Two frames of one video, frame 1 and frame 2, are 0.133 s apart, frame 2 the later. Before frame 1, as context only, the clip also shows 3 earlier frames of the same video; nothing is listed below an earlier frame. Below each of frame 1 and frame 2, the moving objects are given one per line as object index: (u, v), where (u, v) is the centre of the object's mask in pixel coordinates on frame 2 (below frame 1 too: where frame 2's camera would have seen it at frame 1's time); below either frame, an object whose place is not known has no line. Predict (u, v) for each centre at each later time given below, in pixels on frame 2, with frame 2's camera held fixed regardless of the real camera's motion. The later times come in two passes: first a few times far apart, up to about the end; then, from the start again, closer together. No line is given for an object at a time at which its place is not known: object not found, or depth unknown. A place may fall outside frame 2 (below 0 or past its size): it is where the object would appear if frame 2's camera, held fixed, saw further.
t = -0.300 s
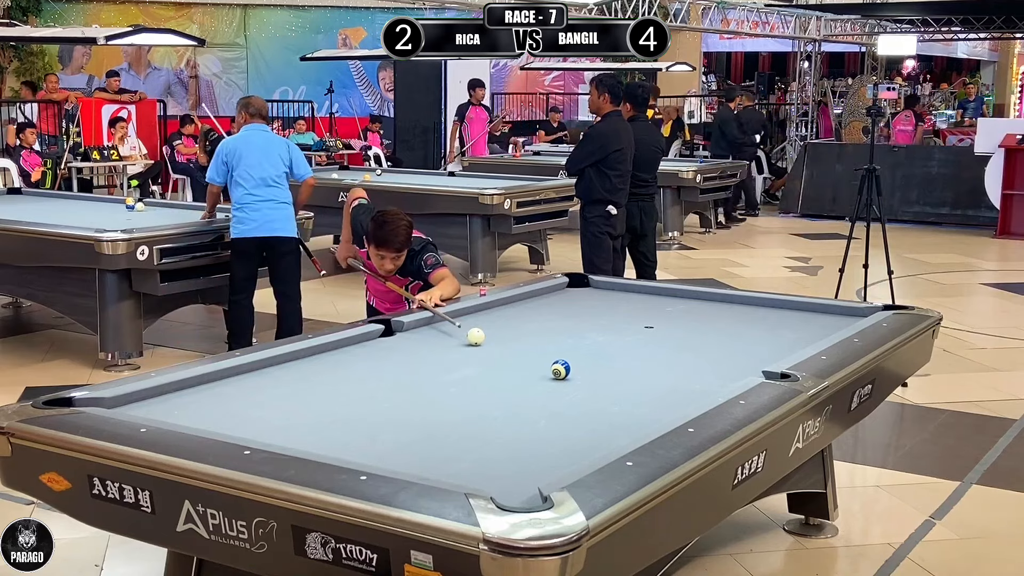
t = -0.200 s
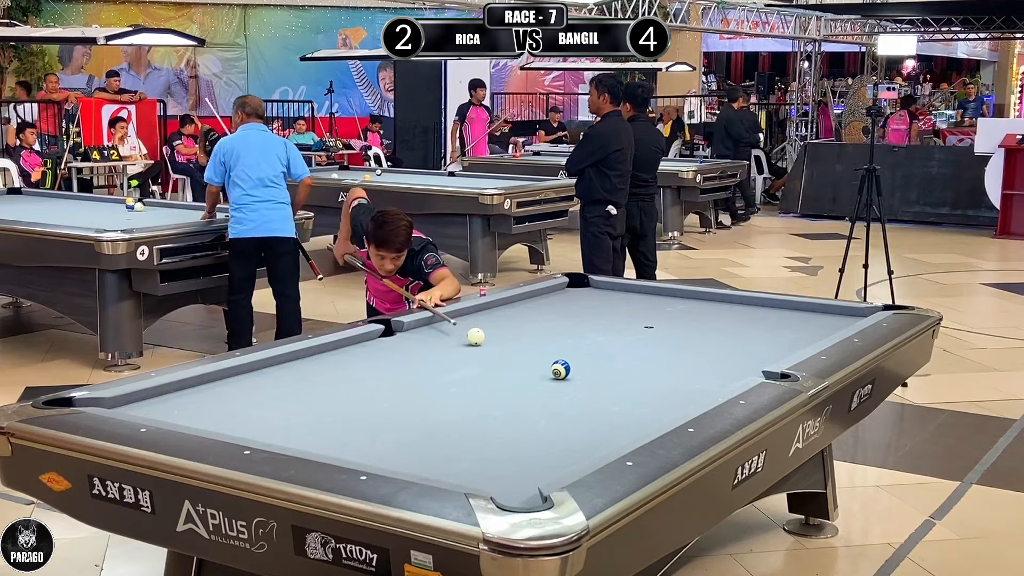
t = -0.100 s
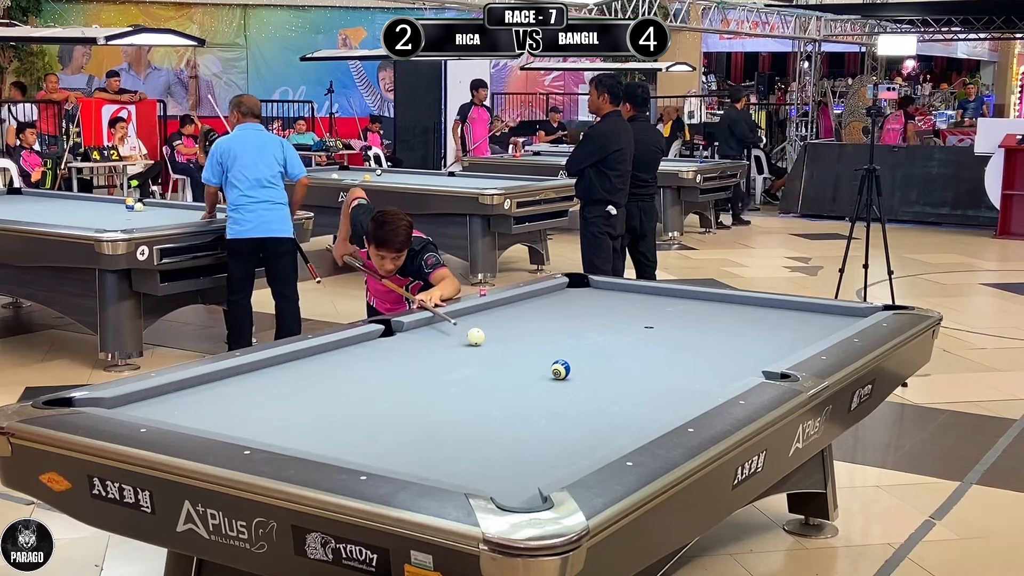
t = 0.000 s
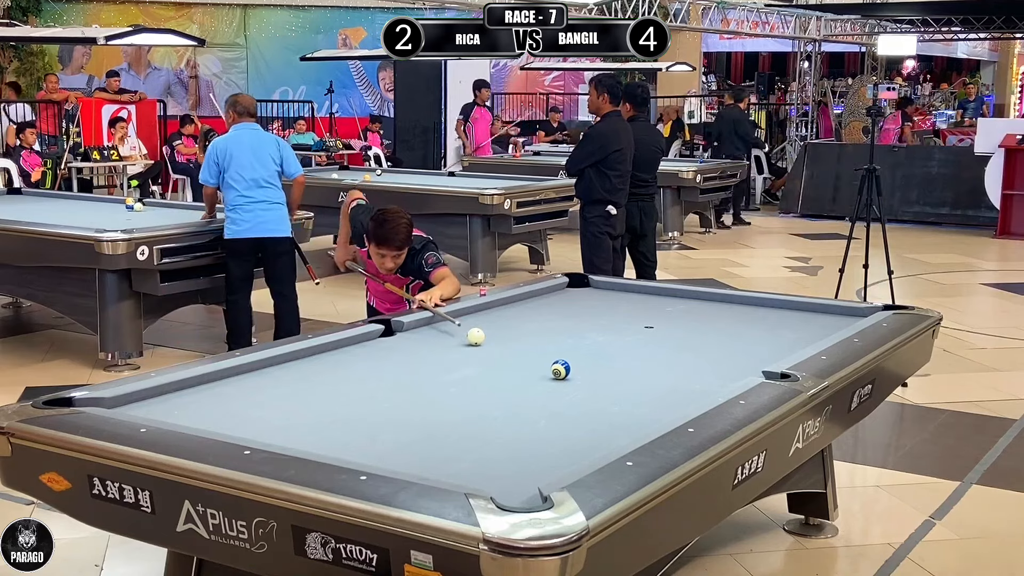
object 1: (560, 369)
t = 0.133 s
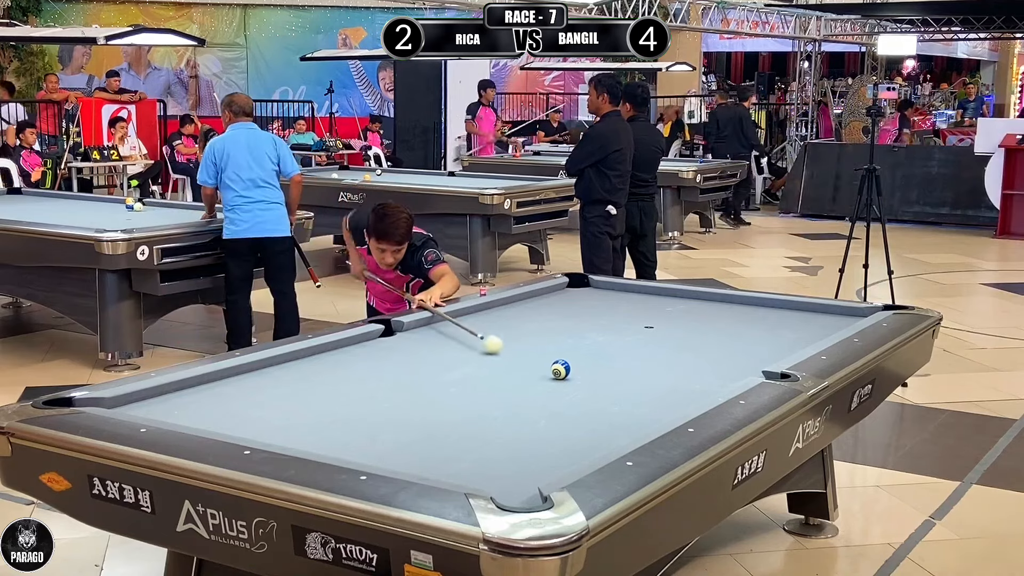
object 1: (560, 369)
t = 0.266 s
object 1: (560, 369)
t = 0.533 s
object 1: (649, 375)
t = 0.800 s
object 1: (729, 379)
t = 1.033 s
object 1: (752, 373)
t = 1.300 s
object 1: (732, 377)
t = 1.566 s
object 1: (716, 379)
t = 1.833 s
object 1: (701, 380)
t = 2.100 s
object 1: (687, 381)
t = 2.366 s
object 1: (675, 382)
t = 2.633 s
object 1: (665, 383)
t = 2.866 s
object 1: (658, 383)
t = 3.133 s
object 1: (651, 384)
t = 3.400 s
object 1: (646, 384)
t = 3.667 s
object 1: (643, 384)
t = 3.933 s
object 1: (642, 384)
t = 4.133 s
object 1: (644, 386)
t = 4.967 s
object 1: (641, 385)
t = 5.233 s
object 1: (642, 385)
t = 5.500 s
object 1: (642, 385)
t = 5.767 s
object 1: (642, 384)
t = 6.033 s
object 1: (642, 385)
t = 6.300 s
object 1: (642, 385)
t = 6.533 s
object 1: (642, 385)
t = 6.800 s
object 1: (642, 385)
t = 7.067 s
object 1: (642, 385)
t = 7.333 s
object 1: (642, 385)
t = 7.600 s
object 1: (642, 385)
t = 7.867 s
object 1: (642, 385)
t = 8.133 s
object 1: (642, 385)
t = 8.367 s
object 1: (642, 385)
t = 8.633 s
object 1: (642, 384)
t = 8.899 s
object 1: (642, 384)
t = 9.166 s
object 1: (642, 384)
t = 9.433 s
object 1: (642, 384)
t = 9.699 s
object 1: (642, 384)
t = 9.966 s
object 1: (642, 384)
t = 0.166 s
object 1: (560, 369)
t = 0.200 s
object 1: (560, 369)
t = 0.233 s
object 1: (560, 369)
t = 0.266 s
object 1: (560, 369)
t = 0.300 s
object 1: (569, 370)
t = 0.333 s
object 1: (583, 371)
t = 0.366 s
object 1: (595, 372)
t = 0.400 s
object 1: (607, 373)
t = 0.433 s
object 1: (618, 373)
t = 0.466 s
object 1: (628, 374)
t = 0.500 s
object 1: (638, 374)
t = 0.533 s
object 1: (649, 375)
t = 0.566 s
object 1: (658, 375)
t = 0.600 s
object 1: (669, 376)
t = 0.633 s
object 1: (679, 377)
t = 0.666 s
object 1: (689, 378)
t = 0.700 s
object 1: (699, 378)
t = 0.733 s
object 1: (709, 379)
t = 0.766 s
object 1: (719, 379)
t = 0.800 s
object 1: (729, 379)
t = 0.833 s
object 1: (738, 377)
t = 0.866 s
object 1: (743, 376)
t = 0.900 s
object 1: (746, 374)
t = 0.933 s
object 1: (750, 374)
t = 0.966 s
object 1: (754, 373)
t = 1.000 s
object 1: (754, 373)
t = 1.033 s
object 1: (752, 373)
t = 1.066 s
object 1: (749, 373)
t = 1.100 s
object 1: (746, 374)
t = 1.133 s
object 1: (743, 374)
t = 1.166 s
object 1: (741, 375)
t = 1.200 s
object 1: (739, 375)
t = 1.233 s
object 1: (737, 376)
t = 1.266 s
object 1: (734, 376)
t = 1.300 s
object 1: (732, 377)
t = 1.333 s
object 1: (730, 377)
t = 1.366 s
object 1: (728, 378)
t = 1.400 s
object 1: (726, 378)
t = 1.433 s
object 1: (724, 378)
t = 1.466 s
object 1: (722, 379)
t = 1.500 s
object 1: (720, 379)
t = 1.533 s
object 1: (718, 379)
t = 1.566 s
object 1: (716, 379)
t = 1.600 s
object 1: (714, 379)
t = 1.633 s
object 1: (712, 380)
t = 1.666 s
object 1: (710, 380)
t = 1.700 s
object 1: (708, 380)
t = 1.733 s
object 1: (706, 380)
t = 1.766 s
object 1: (704, 380)
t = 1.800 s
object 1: (703, 380)
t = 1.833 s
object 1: (701, 380)
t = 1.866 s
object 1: (699, 381)
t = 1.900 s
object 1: (697, 381)
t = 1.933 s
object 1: (695, 381)
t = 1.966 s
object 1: (694, 381)
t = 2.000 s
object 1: (692, 381)
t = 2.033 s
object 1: (690, 381)
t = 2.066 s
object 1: (689, 382)
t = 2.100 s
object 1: (687, 381)
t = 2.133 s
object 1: (686, 382)
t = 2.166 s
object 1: (684, 382)
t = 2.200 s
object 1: (682, 382)
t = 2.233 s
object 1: (681, 382)
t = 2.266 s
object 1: (679, 382)
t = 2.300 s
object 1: (678, 382)
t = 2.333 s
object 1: (677, 382)
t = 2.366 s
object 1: (675, 382)
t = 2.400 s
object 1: (674, 382)
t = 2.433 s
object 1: (672, 382)
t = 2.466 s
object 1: (671, 382)
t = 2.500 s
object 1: (670, 382)
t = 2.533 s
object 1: (668, 383)
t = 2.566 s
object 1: (667, 382)
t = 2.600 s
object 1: (666, 383)
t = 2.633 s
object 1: (665, 383)
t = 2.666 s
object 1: (664, 383)
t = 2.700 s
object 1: (663, 383)
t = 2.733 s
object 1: (661, 383)
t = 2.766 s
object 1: (660, 383)
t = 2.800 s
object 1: (659, 383)
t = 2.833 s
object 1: (659, 383)
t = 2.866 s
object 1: (658, 383)
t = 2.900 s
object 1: (657, 383)
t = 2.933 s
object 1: (656, 384)
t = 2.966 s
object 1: (655, 383)
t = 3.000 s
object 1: (654, 383)
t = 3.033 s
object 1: (653, 384)
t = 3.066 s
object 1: (652, 384)
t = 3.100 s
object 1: (652, 384)
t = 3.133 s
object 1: (651, 384)
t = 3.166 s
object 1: (650, 384)
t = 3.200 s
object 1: (650, 384)
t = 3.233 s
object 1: (649, 384)
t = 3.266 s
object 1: (648, 384)
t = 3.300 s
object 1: (648, 384)
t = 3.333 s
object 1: (647, 384)
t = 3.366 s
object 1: (647, 384)
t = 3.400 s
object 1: (646, 384)
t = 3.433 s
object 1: (646, 384)
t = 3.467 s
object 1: (645, 384)
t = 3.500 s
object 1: (645, 384)
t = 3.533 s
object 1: (644, 384)
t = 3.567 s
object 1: (644, 384)
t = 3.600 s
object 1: (644, 384)
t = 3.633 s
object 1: (643, 384)
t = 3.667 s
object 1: (643, 384)
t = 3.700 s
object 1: (643, 384)
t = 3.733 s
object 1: (643, 385)
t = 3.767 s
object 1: (642, 385)
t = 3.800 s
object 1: (642, 385)
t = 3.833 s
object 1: (642, 384)
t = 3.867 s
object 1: (642, 384)
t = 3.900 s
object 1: (642, 384)
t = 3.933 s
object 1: (642, 384)
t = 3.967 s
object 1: (642, 384)
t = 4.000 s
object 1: (642, 384)
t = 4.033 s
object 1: (642, 384)
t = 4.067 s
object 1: (642, 384)
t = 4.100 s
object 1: (642, 385)
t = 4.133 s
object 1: (644, 386)
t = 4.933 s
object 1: (637, 386)
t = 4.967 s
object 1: (641, 385)
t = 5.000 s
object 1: (642, 385)
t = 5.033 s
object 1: (642, 385)
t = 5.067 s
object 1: (642, 385)
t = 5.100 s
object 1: (642, 385)
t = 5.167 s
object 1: (642, 385)
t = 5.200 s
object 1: (642, 385)
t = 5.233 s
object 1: (642, 385)
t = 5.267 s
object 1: (642, 385)
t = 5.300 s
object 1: (642, 385)
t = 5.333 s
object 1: (642, 385)
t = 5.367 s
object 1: (642, 384)
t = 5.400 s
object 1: (642, 385)
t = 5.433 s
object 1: (642, 384)
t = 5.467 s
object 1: (642, 384)
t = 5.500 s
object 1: (642, 385)
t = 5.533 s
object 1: (642, 384)
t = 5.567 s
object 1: (642, 384)
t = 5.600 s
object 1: (642, 384)
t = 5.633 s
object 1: (642, 385)
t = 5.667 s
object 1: (642, 384)
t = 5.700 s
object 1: (642, 384)
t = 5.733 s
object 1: (642, 384)
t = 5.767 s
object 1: (642, 384)
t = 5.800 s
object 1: (642, 385)
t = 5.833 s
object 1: (642, 385)
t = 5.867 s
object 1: (642, 385)
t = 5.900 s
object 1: (642, 384)
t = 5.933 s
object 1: (642, 384)
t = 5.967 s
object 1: (642, 384)
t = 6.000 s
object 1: (642, 385)
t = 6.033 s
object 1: (642, 385)
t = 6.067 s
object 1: (642, 384)
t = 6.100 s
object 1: (642, 385)
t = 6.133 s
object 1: (642, 385)
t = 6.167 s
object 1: (642, 385)
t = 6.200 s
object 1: (642, 385)
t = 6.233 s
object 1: (642, 385)
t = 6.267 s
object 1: (642, 385)
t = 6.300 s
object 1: (642, 385)
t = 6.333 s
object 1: (642, 385)
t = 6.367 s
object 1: (642, 385)
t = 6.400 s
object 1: (642, 385)
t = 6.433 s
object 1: (642, 385)
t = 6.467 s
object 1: (642, 385)
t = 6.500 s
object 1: (642, 385)
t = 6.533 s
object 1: (642, 385)
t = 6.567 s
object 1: (642, 385)
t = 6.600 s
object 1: (642, 385)
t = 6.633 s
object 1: (642, 385)
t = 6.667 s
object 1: (642, 385)
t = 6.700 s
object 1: (642, 385)
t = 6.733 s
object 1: (642, 385)
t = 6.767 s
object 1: (642, 385)
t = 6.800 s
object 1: (642, 385)
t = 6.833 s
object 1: (642, 385)
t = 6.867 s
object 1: (642, 385)
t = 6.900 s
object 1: (642, 385)
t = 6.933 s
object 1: (642, 385)
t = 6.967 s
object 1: (642, 385)
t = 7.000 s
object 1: (642, 385)
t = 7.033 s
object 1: (642, 385)
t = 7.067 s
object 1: (642, 385)
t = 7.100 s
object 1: (642, 385)
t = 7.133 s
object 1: (642, 385)
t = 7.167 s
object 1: (642, 385)
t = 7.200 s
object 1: (642, 385)
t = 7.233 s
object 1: (642, 384)
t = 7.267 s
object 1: (642, 385)
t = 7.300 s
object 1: (642, 384)
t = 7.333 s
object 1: (642, 385)
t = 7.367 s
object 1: (642, 384)
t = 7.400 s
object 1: (642, 385)
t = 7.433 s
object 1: (642, 384)
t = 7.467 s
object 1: (642, 384)
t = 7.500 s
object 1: (642, 385)
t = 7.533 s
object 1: (642, 385)
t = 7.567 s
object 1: (642, 385)
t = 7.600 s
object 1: (642, 385)
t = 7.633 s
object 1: (642, 385)
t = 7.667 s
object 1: (642, 385)
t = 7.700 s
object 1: (642, 384)
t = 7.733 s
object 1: (642, 384)
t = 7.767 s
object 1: (642, 385)
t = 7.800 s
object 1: (642, 385)
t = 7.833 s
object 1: (642, 385)
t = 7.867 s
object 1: (642, 385)
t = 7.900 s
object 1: (642, 385)
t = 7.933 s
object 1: (642, 385)
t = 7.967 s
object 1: (642, 385)
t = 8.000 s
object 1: (642, 385)
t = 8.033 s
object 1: (642, 385)
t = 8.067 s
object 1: (642, 385)
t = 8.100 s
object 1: (642, 385)
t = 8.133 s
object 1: (642, 385)
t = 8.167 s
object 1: (642, 385)
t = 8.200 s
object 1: (642, 385)
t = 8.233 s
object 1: (642, 385)
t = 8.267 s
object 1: (642, 385)
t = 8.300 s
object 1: (642, 385)
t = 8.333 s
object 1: (642, 385)
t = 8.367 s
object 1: (642, 385)
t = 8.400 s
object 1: (642, 385)
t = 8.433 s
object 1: (642, 385)
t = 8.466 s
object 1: (642, 384)
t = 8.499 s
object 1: (642, 384)
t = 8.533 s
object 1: (642, 384)
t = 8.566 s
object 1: (642, 384)
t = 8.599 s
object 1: (642, 384)
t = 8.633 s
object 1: (642, 384)
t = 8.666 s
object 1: (642, 384)
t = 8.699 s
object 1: (642, 384)
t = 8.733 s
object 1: (642, 385)
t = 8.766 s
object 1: (642, 384)
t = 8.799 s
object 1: (642, 384)
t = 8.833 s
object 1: (642, 384)
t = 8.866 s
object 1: (642, 384)
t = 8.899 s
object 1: (642, 384)
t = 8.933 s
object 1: (642, 384)
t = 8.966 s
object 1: (642, 384)
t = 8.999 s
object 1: (642, 384)
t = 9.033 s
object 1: (642, 384)
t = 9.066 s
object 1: (642, 384)
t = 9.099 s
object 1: (642, 384)
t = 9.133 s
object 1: (642, 384)
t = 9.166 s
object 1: (642, 384)
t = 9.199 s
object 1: (642, 384)
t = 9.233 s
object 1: (642, 384)
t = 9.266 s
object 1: (642, 384)
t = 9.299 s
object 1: (642, 384)
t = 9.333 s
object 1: (642, 384)
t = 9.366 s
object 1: (642, 384)
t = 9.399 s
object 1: (642, 384)
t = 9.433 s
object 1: (642, 384)
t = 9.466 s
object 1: (642, 385)
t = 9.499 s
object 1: (642, 384)
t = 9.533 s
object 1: (642, 384)
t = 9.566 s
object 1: (642, 384)
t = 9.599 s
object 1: (642, 384)
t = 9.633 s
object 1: (642, 384)
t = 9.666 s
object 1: (642, 384)
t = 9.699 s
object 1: (642, 384)
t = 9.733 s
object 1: (642, 384)
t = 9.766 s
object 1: (642, 384)
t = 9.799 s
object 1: (642, 384)
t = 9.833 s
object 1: (642, 384)
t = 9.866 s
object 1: (642, 384)
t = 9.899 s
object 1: (642, 384)
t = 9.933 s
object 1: (642, 384)
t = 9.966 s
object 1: (642, 384)
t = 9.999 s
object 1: (642, 384)
